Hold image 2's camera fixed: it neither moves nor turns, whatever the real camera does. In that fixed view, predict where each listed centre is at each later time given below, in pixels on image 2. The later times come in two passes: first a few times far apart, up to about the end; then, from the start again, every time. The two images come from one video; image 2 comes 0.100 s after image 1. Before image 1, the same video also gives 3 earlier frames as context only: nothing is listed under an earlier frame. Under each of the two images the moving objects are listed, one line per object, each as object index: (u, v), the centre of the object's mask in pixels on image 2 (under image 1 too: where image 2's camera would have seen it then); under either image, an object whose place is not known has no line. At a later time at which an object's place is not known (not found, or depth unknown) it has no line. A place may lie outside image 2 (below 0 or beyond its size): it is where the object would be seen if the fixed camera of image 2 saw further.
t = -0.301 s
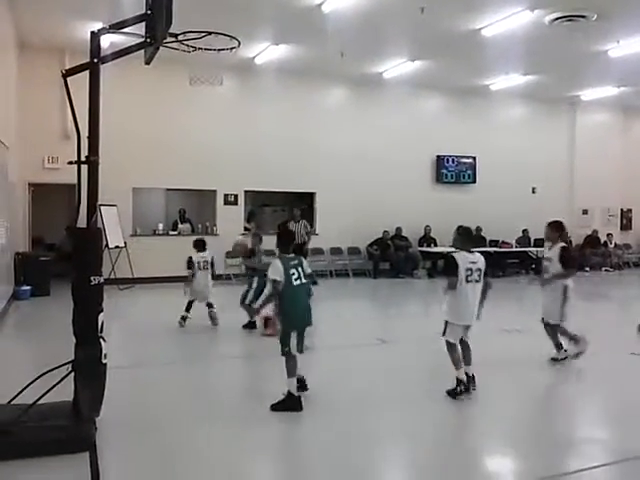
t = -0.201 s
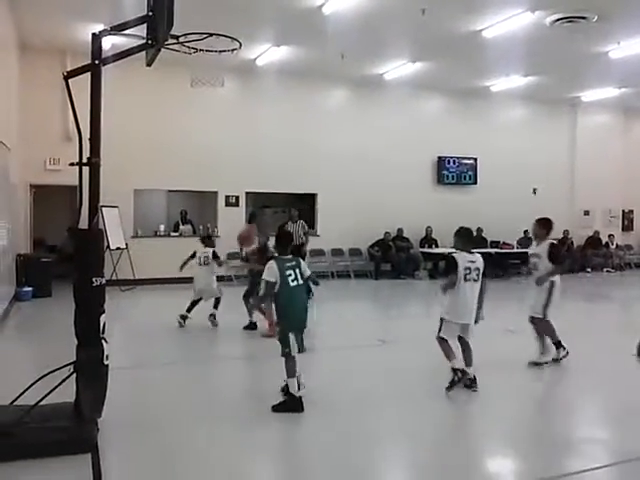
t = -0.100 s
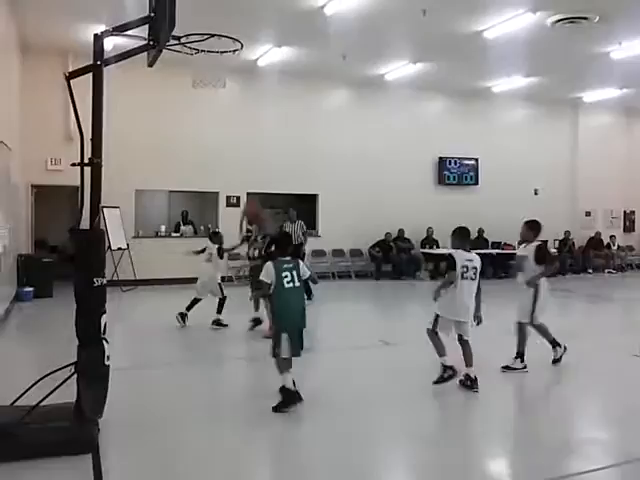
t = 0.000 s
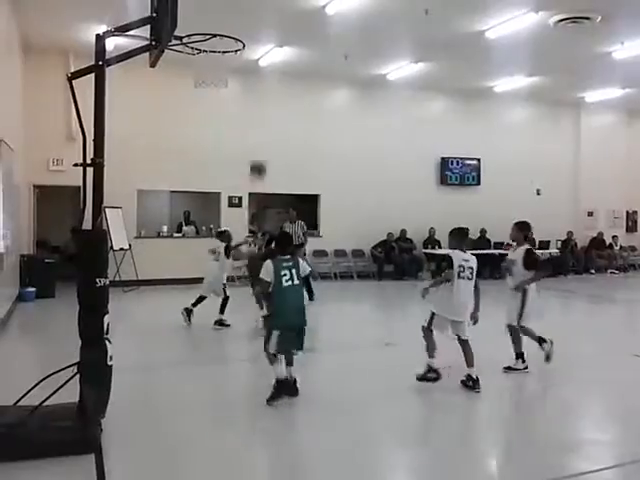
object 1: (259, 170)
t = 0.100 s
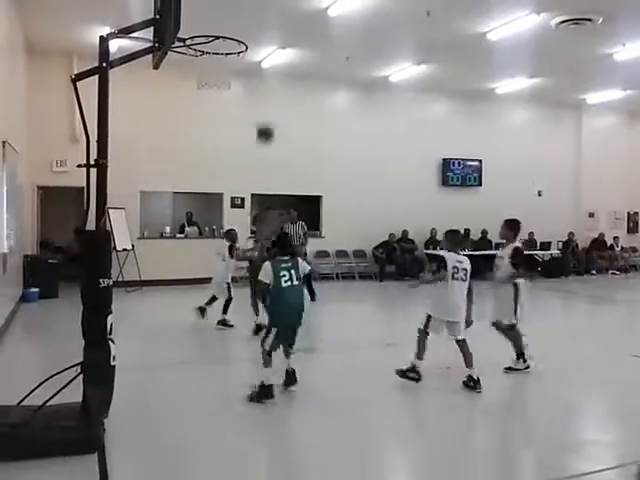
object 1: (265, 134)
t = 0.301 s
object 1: (277, 75)
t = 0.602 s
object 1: (298, 37)
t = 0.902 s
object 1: (330, 111)
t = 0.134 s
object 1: (266, 122)
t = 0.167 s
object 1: (269, 111)
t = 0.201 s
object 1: (271, 101)
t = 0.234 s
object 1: (272, 92)
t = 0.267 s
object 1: (274, 84)
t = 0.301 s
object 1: (277, 75)
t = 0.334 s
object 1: (280, 69)
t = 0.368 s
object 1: (281, 60)
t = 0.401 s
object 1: (284, 53)
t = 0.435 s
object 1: (286, 48)
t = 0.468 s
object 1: (288, 43)
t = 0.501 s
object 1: (290, 40)
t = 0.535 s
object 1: (292, 38)
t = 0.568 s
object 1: (295, 37)
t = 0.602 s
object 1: (298, 37)
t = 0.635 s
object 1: (300, 38)
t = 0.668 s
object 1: (303, 41)
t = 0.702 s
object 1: (307, 46)
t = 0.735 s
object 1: (310, 52)
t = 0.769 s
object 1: (314, 60)
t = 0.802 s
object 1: (317, 69)
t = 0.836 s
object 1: (321, 80)
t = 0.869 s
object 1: (325, 91)
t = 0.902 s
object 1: (330, 111)
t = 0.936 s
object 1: (334, 126)
